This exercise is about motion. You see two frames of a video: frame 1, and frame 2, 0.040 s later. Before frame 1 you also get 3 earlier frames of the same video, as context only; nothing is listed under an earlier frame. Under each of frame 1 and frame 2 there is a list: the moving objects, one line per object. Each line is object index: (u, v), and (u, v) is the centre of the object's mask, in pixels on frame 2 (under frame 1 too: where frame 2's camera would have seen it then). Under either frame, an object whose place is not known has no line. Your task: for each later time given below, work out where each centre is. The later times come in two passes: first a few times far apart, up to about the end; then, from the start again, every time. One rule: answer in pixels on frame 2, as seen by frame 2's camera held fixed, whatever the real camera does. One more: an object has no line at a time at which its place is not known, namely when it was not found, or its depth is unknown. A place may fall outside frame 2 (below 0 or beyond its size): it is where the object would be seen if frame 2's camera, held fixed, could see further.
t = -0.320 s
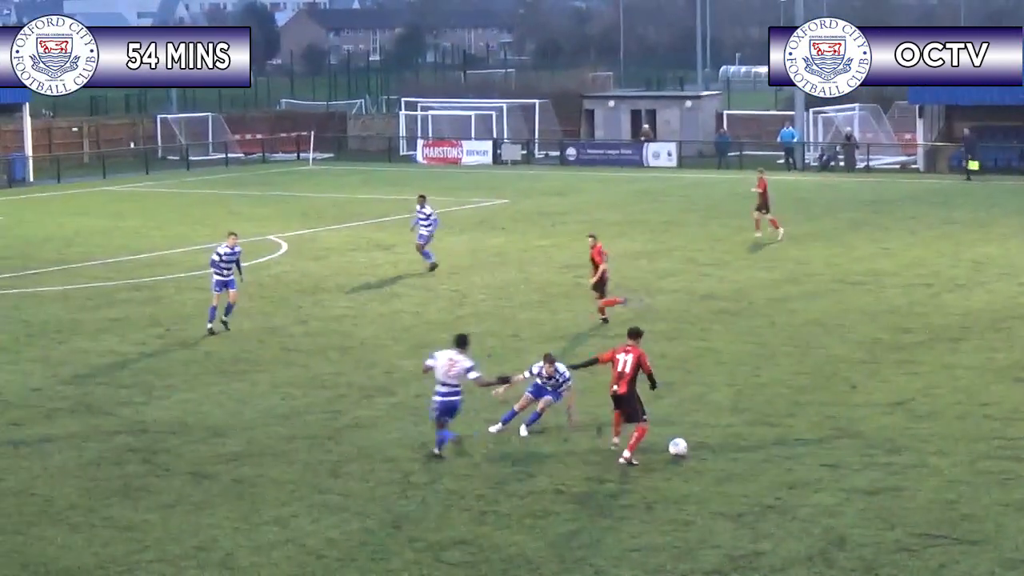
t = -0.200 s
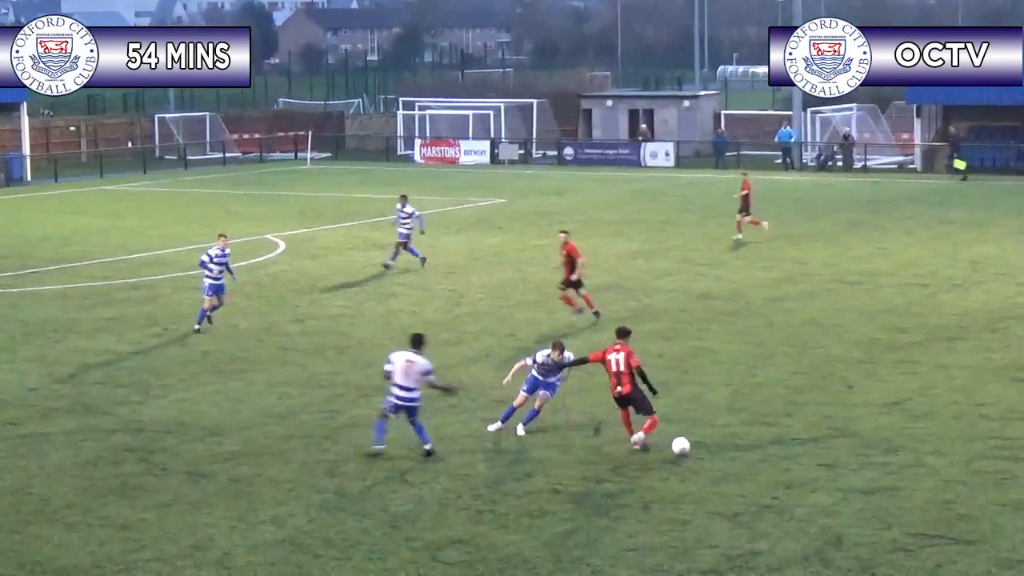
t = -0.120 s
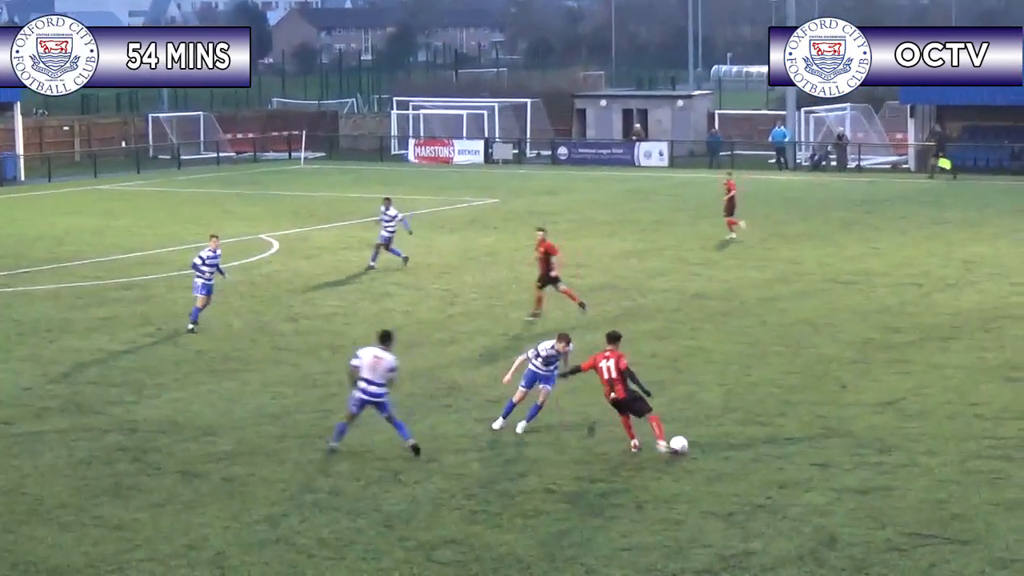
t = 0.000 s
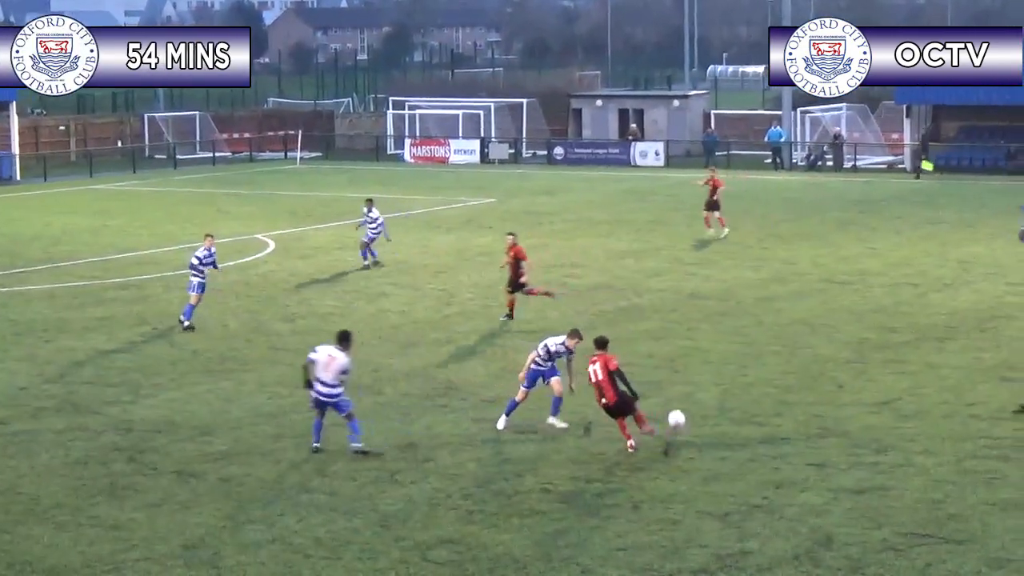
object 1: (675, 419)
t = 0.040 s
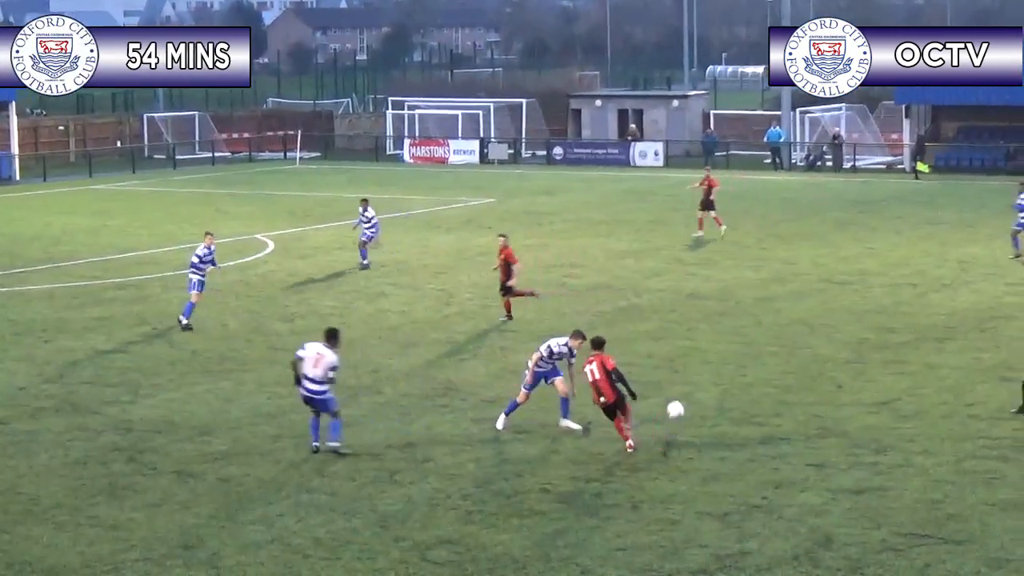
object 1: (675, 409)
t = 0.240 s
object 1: (673, 384)
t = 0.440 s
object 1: (670, 362)
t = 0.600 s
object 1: (670, 352)
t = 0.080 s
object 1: (675, 401)
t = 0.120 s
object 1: (674, 395)
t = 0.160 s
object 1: (674, 390)
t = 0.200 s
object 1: (673, 386)
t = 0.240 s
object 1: (673, 384)
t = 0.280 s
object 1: (672, 382)
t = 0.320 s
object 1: (672, 381)
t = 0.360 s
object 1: (671, 374)
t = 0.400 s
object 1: (671, 367)
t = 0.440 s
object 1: (670, 362)
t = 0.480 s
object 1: (670, 358)
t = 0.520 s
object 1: (670, 355)
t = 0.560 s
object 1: (670, 353)
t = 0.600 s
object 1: (670, 352)
